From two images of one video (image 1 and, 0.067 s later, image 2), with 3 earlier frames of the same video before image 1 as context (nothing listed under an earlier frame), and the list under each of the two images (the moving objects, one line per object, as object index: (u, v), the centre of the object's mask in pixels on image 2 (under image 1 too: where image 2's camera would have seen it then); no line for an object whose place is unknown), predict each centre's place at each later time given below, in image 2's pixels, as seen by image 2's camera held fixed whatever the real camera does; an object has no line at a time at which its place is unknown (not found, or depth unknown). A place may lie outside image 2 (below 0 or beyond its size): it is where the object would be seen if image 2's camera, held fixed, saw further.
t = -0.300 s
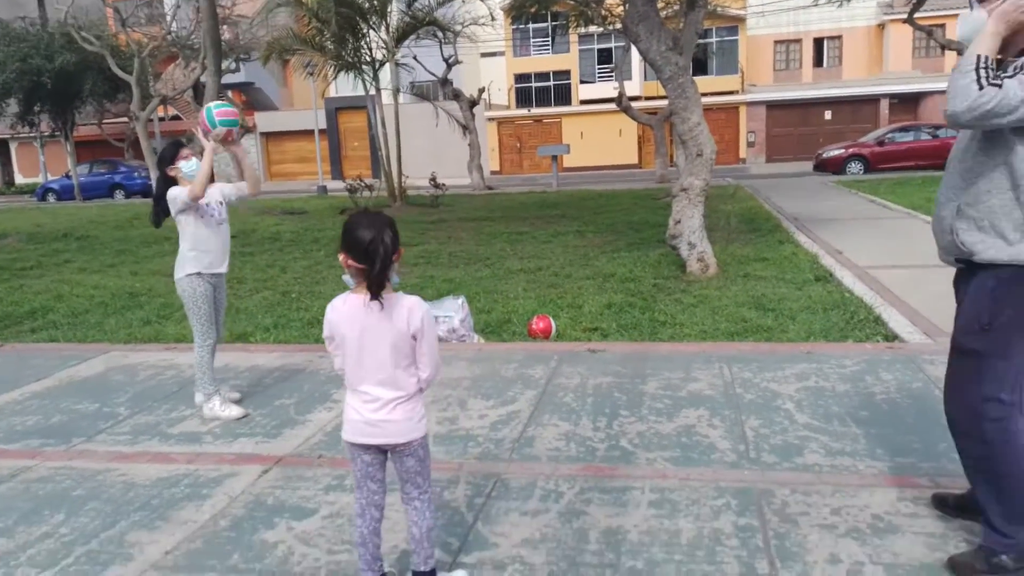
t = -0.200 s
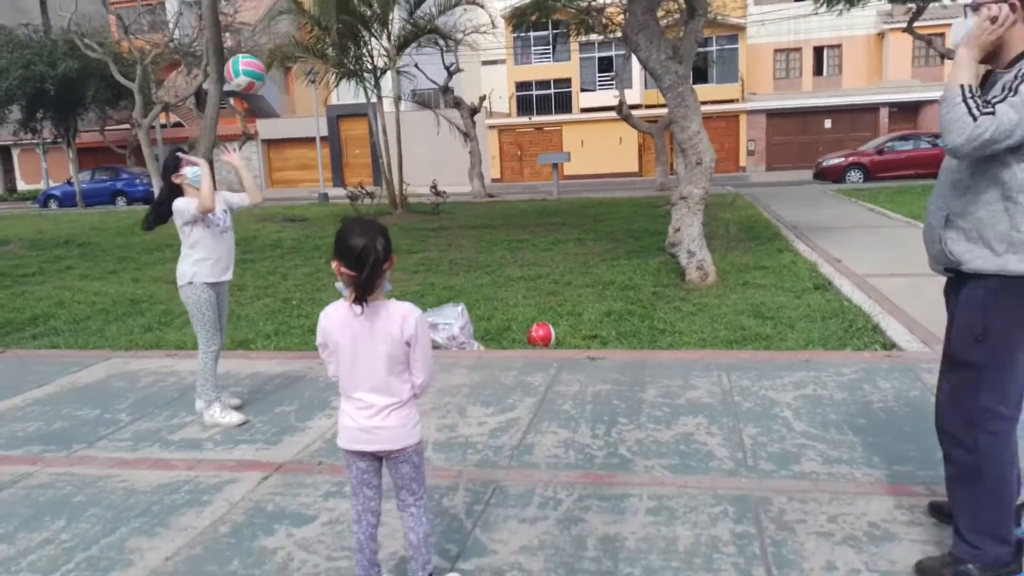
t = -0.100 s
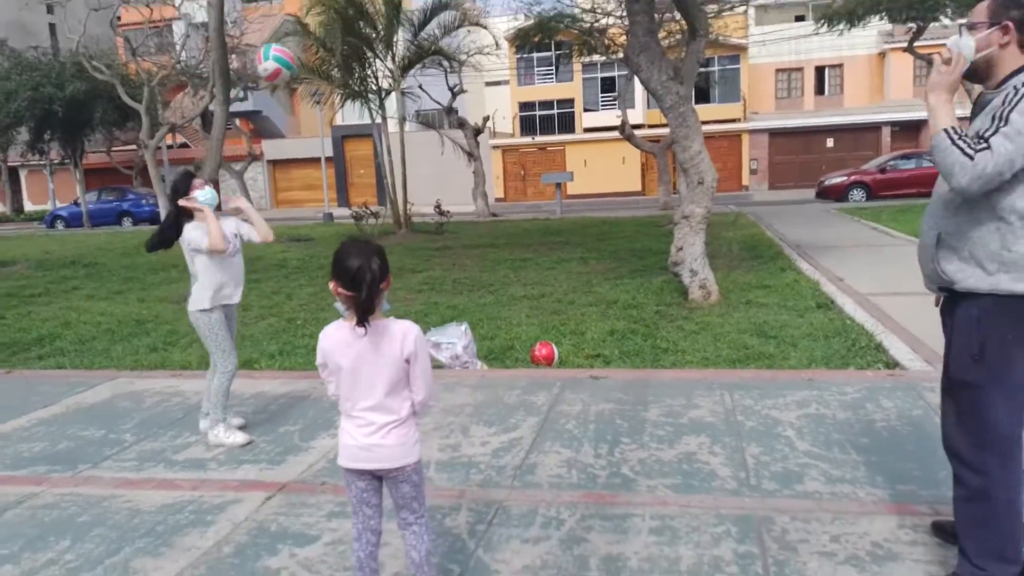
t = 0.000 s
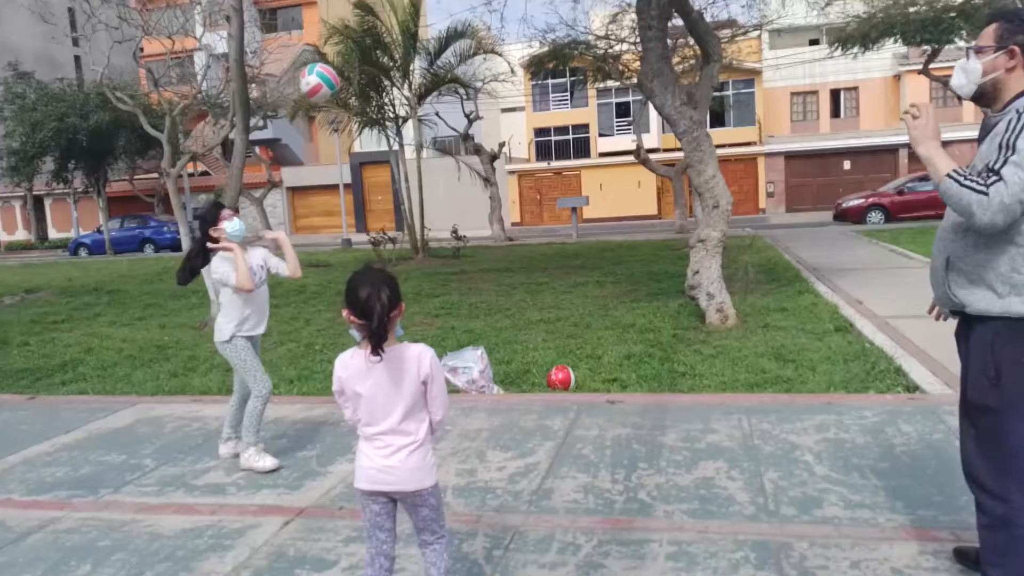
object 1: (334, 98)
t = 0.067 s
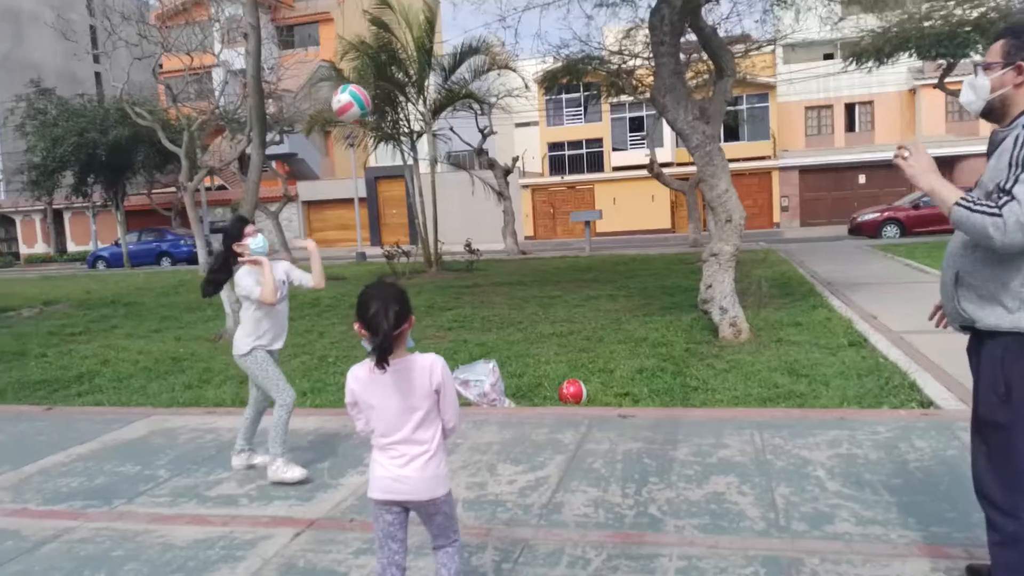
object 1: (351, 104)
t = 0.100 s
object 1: (360, 111)
